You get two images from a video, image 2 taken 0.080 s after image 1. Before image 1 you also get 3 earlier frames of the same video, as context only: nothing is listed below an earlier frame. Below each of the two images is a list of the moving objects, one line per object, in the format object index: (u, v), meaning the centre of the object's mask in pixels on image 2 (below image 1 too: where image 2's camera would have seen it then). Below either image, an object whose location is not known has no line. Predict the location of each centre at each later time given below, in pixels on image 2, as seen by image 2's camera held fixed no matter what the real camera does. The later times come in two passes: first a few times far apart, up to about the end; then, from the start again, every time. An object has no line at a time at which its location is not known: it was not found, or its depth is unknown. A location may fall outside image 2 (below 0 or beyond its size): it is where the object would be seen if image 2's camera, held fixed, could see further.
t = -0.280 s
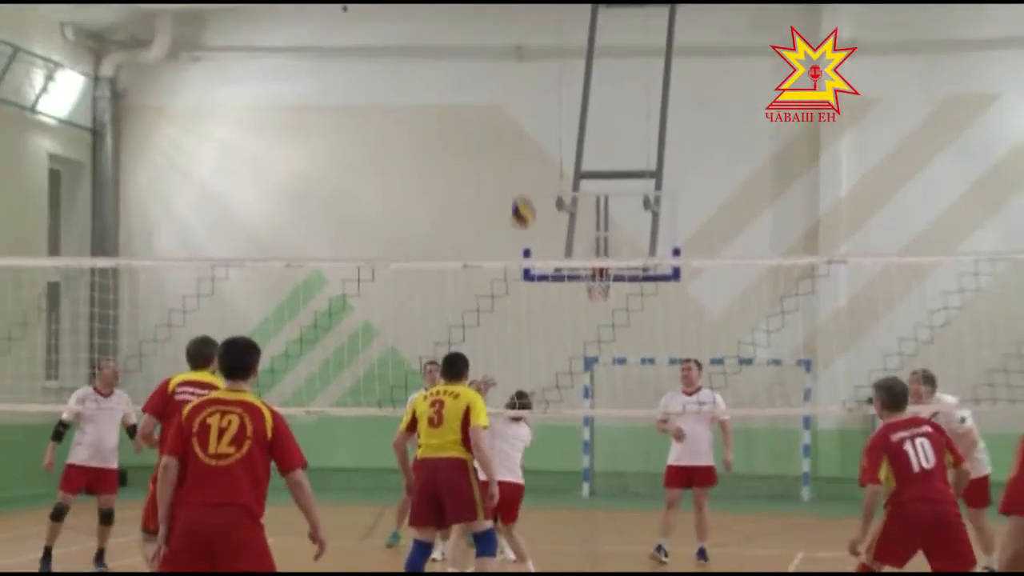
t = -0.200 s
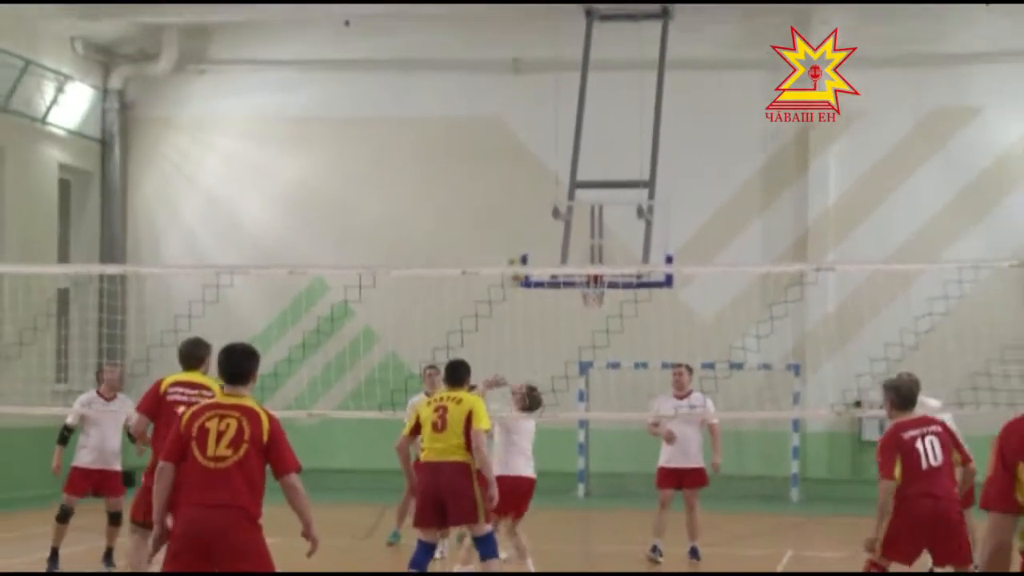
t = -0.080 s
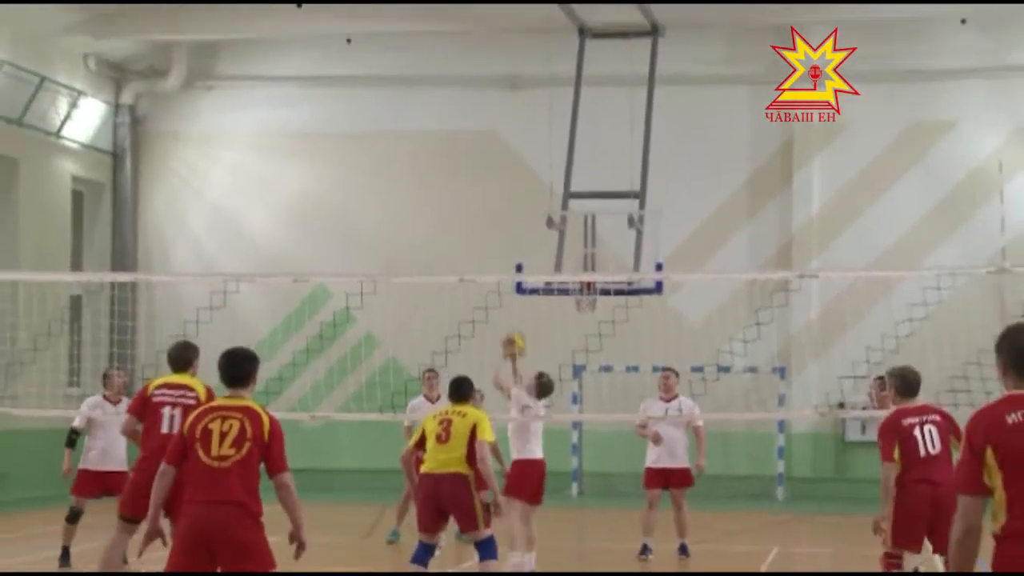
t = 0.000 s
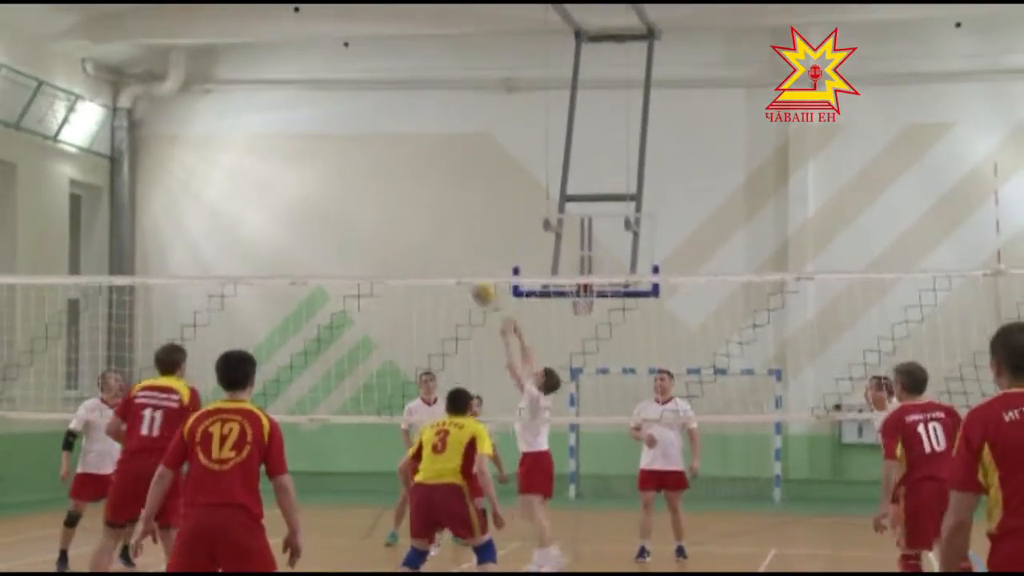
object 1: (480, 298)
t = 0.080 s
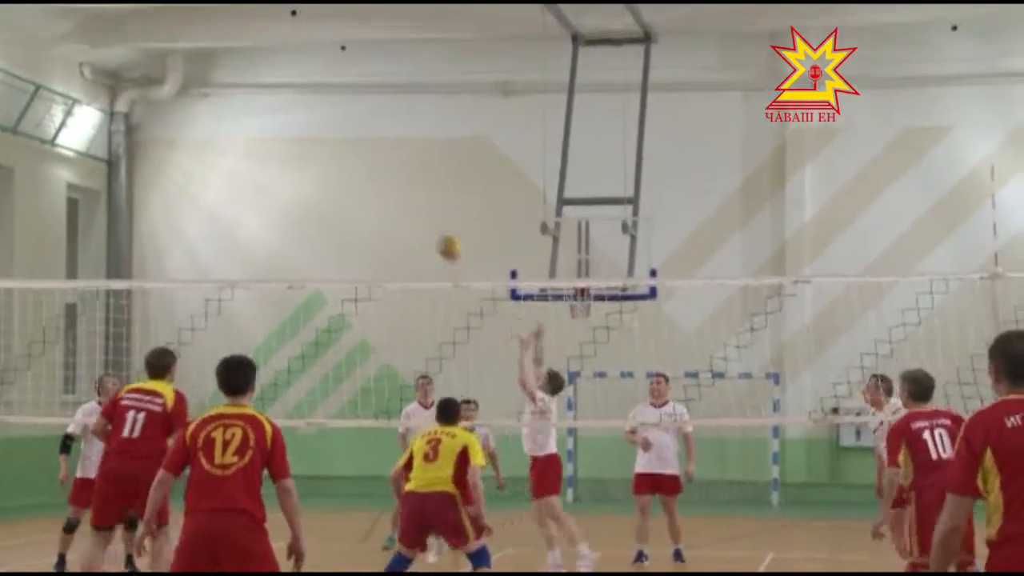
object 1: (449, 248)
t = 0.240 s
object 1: (389, 174)
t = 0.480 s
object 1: (301, 121)
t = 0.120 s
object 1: (434, 227)
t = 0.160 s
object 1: (419, 208)
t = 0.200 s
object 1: (404, 189)
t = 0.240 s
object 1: (389, 174)
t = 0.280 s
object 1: (374, 160)
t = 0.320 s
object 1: (359, 149)
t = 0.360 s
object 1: (345, 139)
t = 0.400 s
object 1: (330, 132)
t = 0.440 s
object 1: (316, 125)
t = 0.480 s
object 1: (301, 121)
